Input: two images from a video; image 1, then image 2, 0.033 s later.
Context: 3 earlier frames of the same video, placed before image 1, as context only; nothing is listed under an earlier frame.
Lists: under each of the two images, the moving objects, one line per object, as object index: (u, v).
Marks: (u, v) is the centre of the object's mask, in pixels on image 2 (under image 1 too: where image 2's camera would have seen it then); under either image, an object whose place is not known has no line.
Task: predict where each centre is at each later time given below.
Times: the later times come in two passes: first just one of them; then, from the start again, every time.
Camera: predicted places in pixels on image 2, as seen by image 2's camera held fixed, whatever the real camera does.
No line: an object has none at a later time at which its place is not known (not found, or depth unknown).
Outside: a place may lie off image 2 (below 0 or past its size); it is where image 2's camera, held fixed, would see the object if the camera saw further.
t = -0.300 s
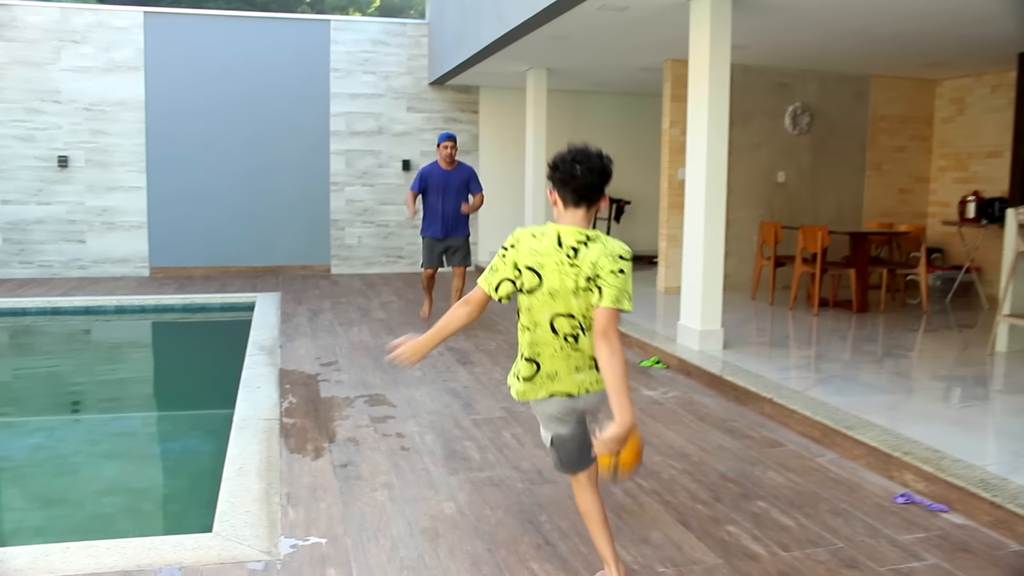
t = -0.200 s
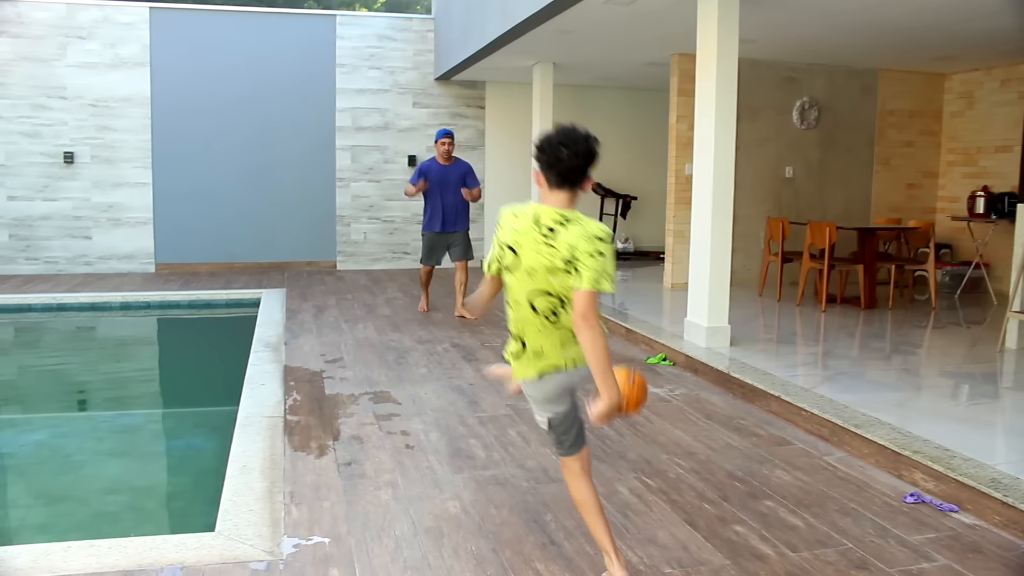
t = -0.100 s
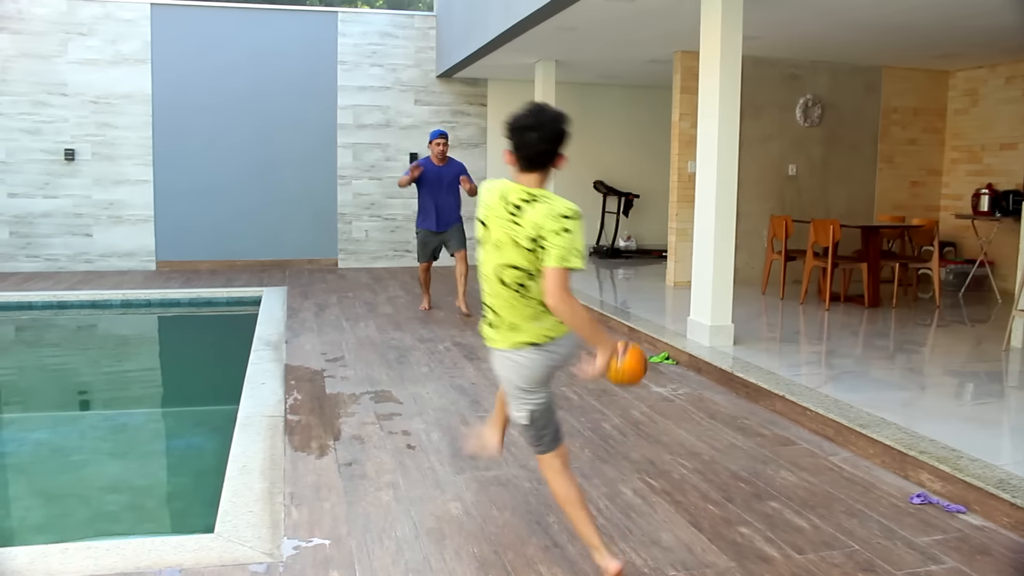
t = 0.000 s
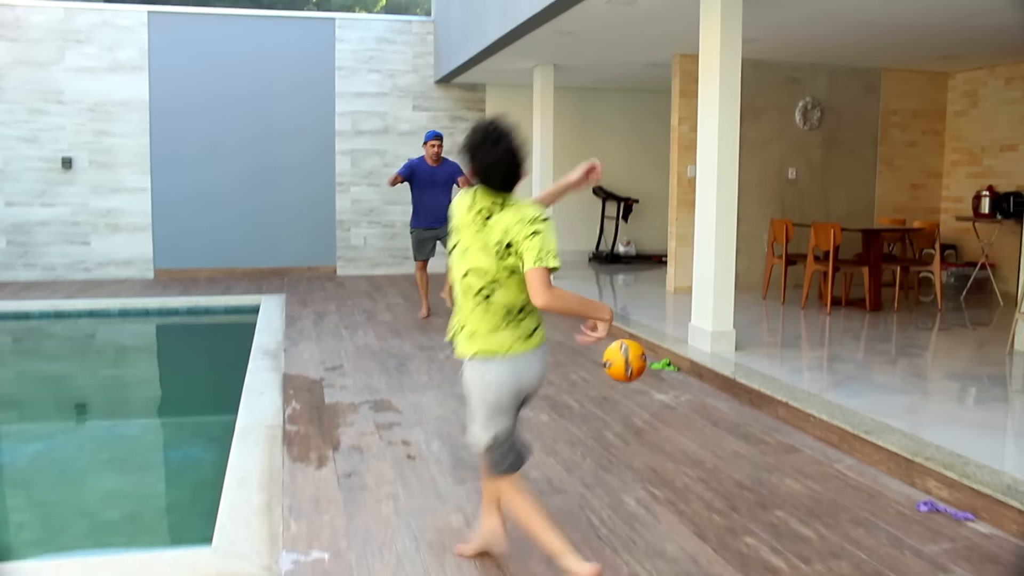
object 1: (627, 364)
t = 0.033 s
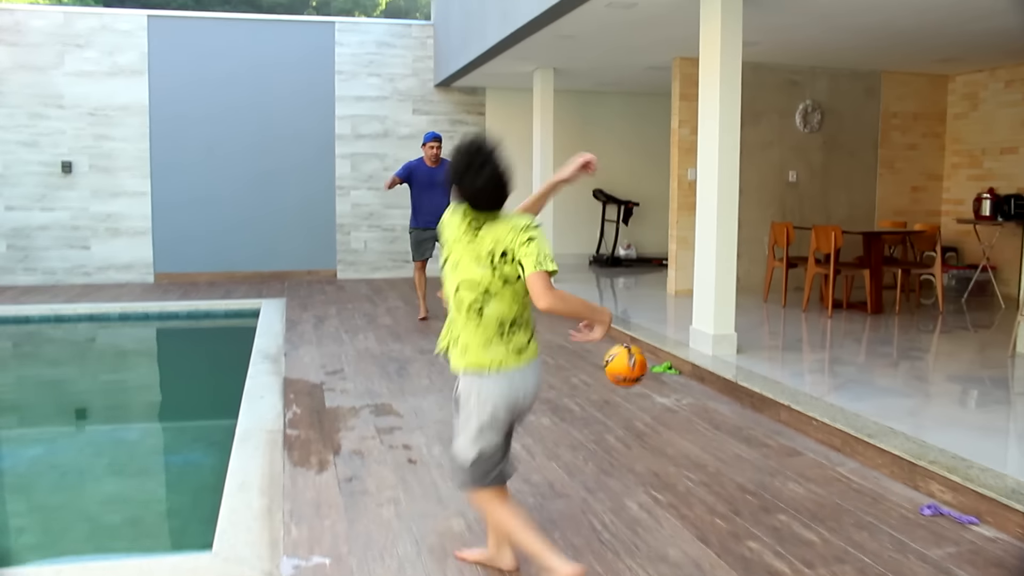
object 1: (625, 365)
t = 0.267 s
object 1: (623, 387)
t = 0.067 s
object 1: (625, 369)
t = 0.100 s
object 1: (623, 375)
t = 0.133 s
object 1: (622, 384)
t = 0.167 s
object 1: (622, 395)
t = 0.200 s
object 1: (621, 405)
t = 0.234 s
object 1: (619, 401)
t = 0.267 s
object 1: (623, 387)
